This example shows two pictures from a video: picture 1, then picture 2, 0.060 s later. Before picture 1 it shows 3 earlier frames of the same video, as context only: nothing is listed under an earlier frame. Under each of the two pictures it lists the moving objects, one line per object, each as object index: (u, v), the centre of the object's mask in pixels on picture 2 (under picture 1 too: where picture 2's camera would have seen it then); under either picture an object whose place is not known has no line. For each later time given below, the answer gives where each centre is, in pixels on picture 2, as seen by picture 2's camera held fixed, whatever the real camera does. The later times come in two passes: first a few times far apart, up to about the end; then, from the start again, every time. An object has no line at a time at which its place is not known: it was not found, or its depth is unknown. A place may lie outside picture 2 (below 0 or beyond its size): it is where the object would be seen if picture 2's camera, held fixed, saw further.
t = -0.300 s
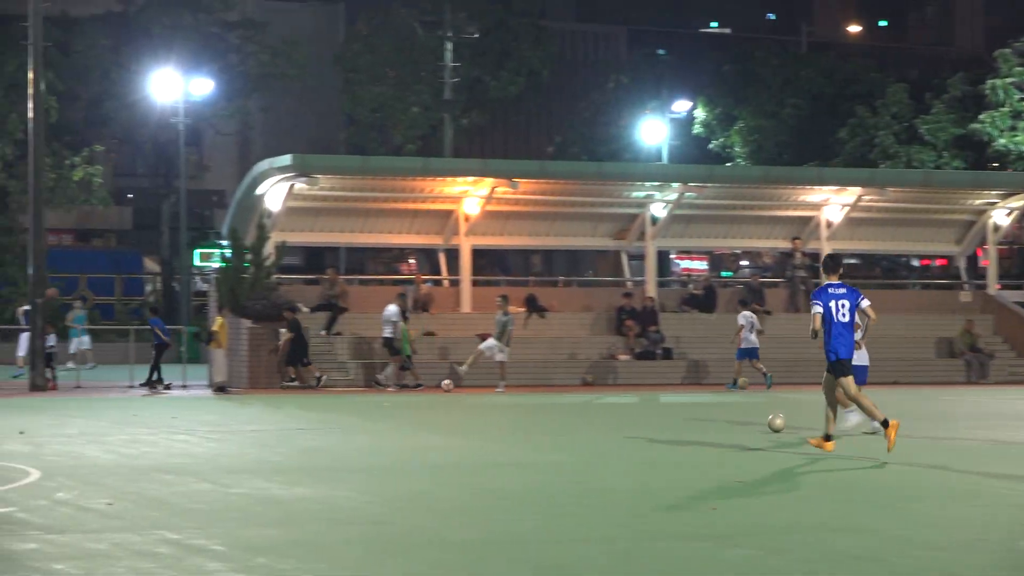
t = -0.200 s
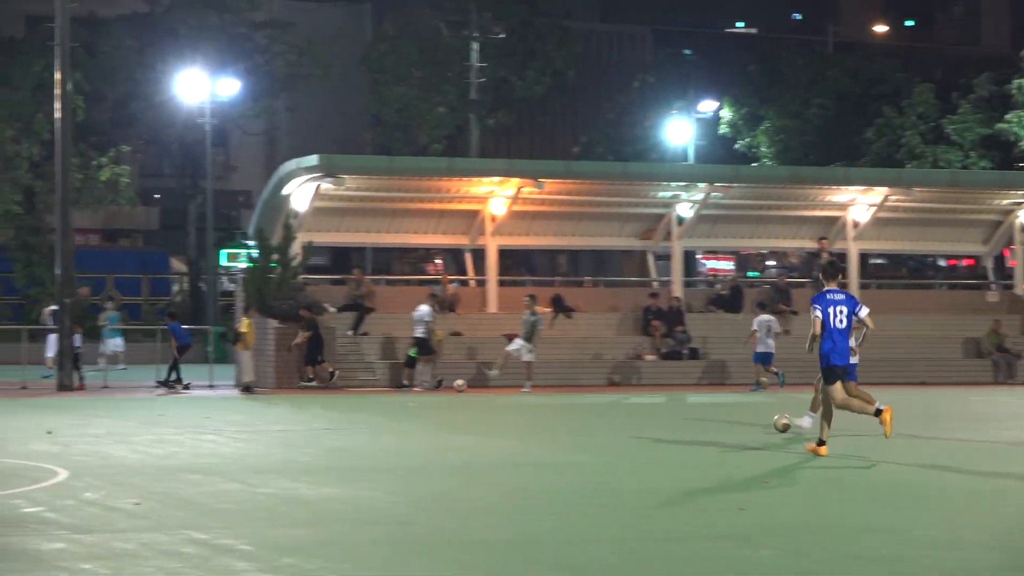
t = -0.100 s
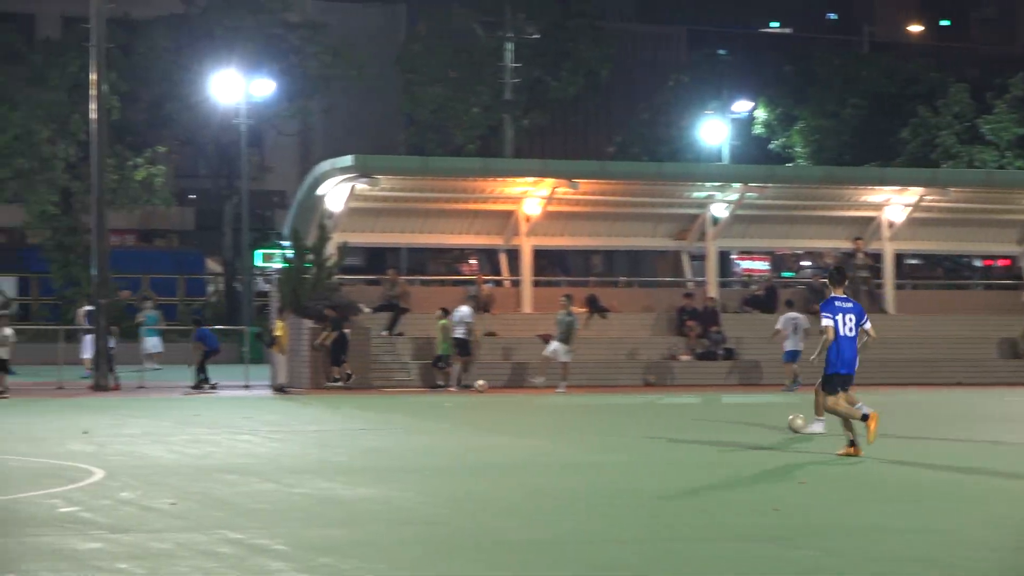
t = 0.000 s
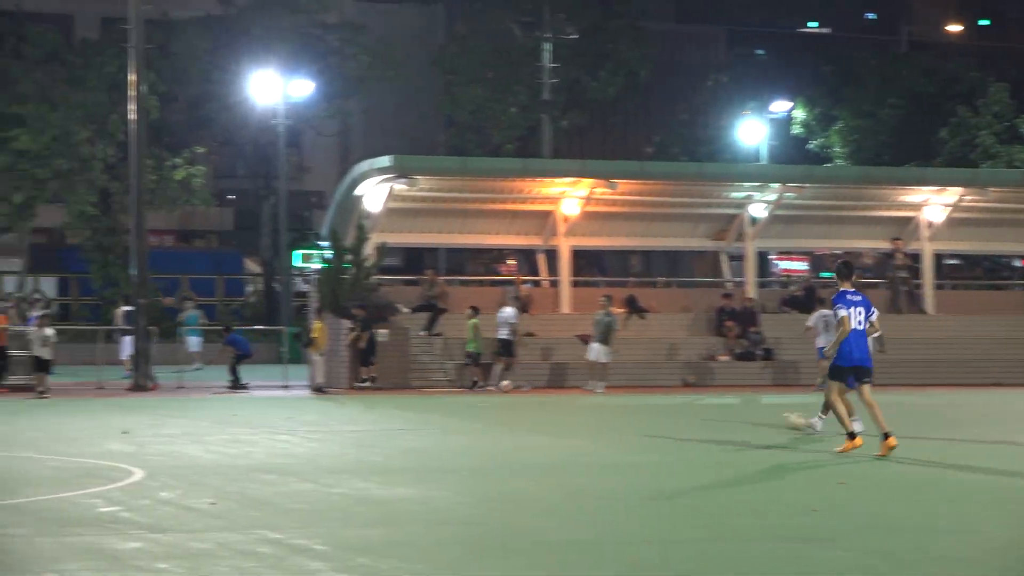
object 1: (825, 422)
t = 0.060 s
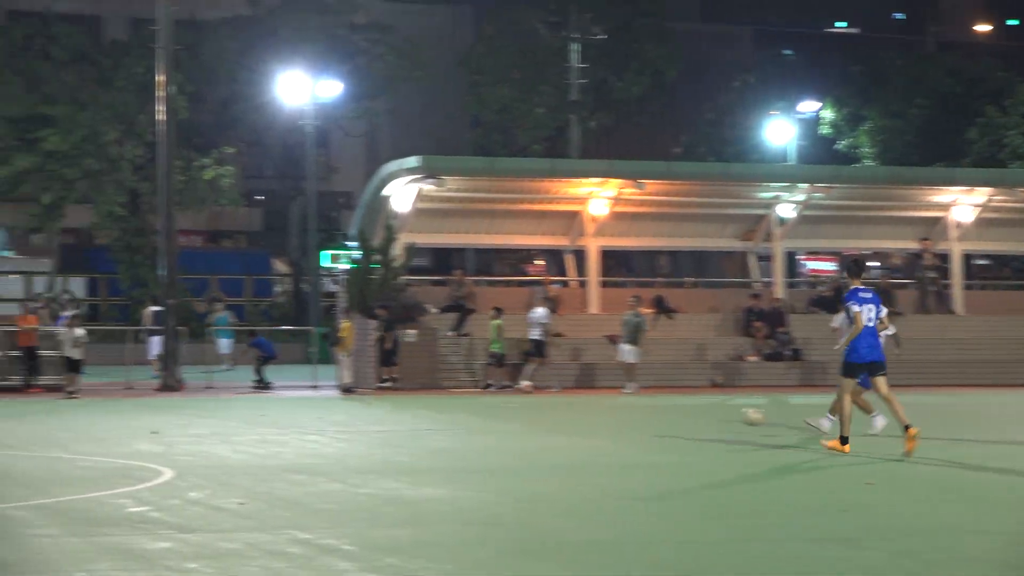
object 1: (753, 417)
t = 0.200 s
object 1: (583, 416)
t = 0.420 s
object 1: (337, 423)
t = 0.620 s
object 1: (131, 434)
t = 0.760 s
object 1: (2, 438)
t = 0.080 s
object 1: (727, 416)
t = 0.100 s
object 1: (704, 415)
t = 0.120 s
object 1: (680, 414)
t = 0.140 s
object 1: (655, 414)
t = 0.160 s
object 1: (631, 415)
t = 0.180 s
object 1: (607, 415)
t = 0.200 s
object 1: (583, 416)
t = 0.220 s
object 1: (560, 417)
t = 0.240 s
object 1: (535, 419)
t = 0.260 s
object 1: (511, 421)
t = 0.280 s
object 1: (488, 424)
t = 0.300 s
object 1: (464, 426)
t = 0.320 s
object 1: (441, 429)
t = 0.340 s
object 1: (419, 428)
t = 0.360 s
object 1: (399, 426)
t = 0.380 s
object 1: (378, 425)
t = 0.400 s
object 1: (358, 424)
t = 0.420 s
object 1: (337, 423)
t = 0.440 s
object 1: (316, 423)
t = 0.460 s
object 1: (295, 424)
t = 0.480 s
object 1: (274, 425)
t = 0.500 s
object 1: (252, 426)
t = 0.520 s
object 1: (231, 428)
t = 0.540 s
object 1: (210, 431)
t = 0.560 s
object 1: (189, 434)
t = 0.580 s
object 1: (167, 437)
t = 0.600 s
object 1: (149, 435)
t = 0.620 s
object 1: (131, 434)
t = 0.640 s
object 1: (113, 432)
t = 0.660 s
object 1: (95, 432)
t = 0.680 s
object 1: (76, 432)
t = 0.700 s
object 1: (58, 433)
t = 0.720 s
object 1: (39, 434)
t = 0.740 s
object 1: (21, 436)
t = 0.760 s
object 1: (2, 438)
